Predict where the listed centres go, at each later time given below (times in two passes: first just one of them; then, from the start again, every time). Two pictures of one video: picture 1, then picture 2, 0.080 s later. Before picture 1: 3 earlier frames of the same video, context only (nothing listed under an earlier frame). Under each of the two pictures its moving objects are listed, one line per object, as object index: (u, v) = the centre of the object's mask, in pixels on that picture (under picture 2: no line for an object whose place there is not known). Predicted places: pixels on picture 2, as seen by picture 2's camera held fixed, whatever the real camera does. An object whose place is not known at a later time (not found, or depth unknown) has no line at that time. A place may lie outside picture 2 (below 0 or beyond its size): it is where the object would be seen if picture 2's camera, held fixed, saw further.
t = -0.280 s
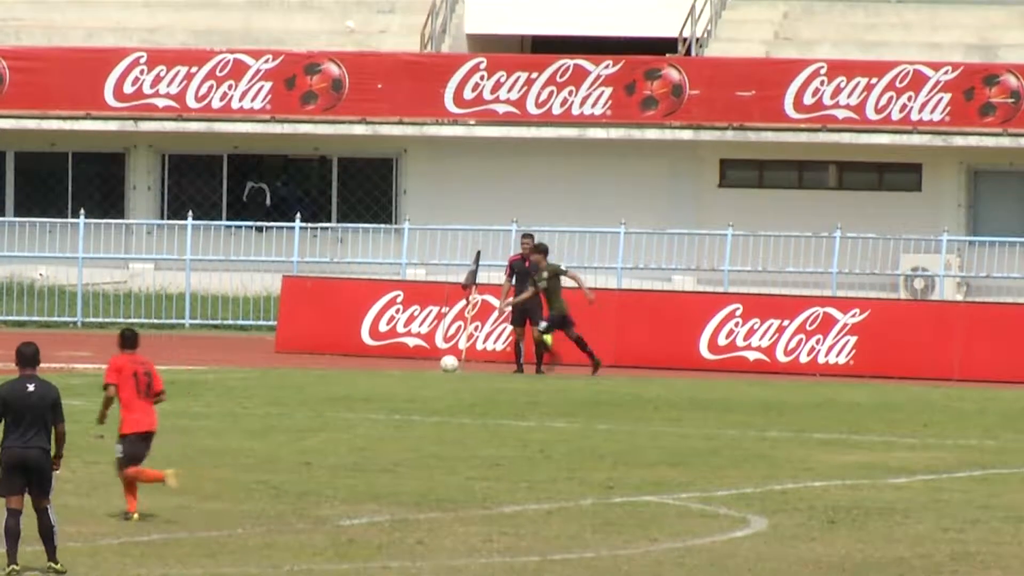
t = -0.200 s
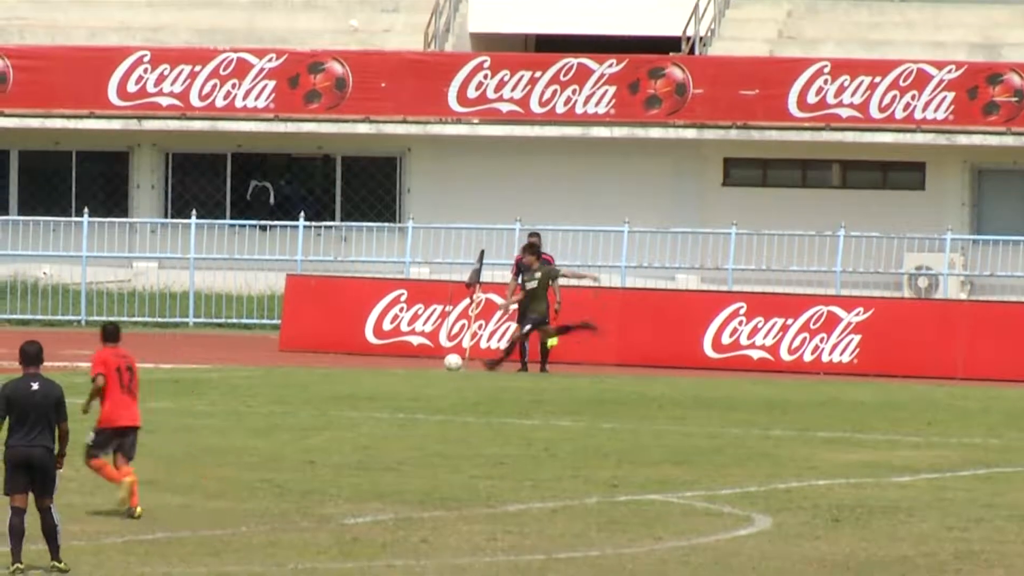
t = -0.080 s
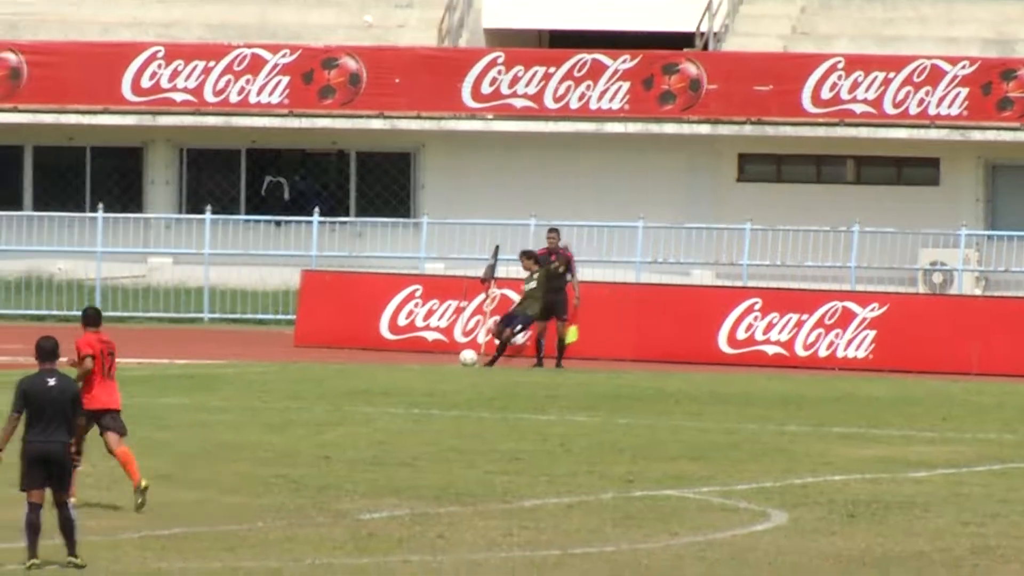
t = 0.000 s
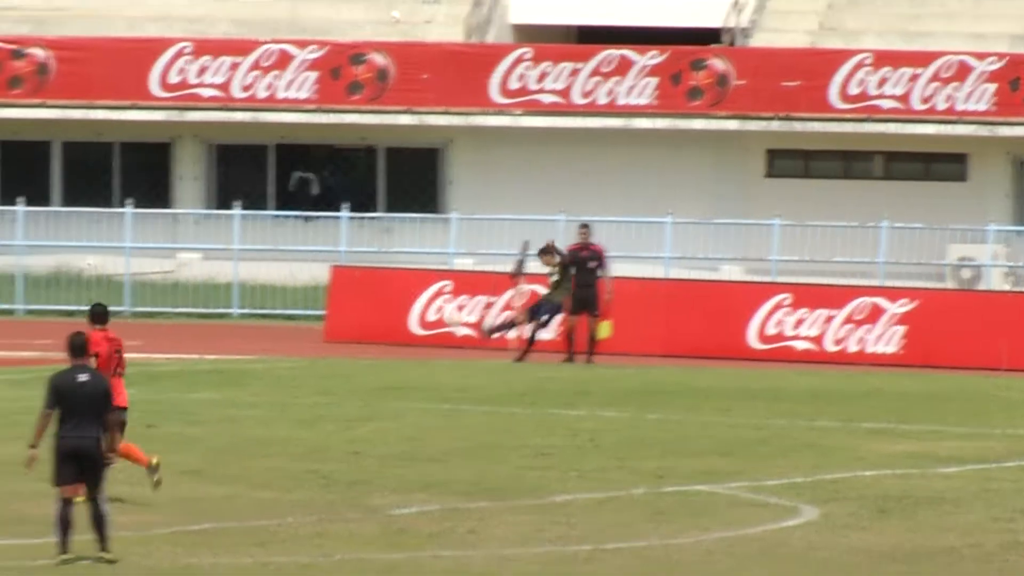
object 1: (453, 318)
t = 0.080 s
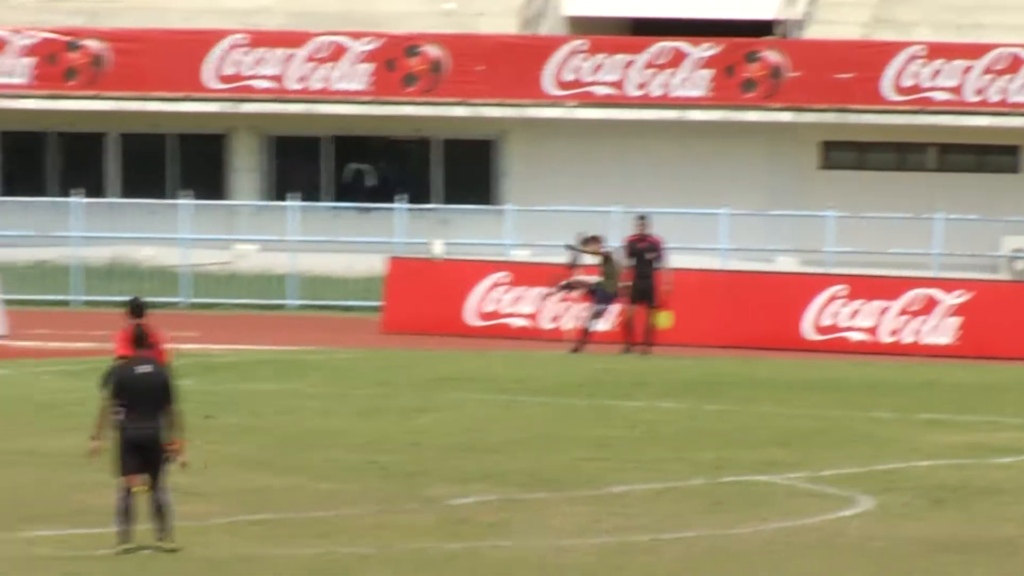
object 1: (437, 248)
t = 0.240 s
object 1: (306, 152)
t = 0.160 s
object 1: (371, 196)
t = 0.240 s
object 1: (306, 152)
